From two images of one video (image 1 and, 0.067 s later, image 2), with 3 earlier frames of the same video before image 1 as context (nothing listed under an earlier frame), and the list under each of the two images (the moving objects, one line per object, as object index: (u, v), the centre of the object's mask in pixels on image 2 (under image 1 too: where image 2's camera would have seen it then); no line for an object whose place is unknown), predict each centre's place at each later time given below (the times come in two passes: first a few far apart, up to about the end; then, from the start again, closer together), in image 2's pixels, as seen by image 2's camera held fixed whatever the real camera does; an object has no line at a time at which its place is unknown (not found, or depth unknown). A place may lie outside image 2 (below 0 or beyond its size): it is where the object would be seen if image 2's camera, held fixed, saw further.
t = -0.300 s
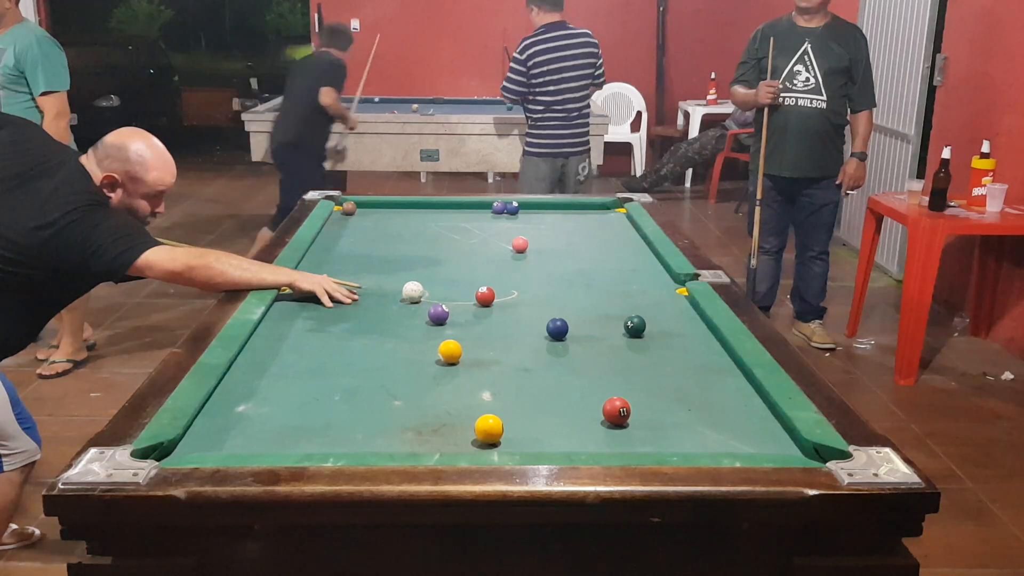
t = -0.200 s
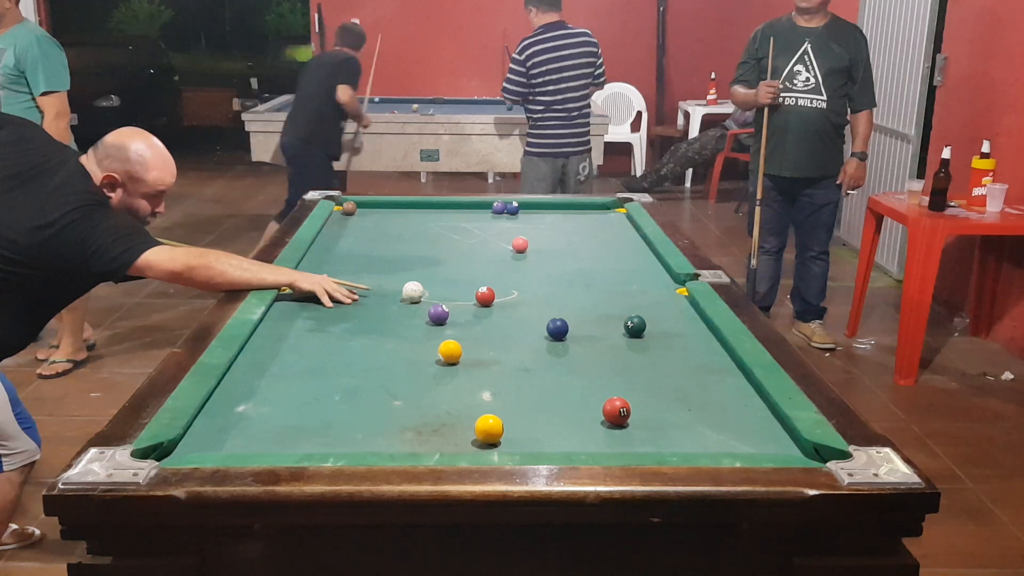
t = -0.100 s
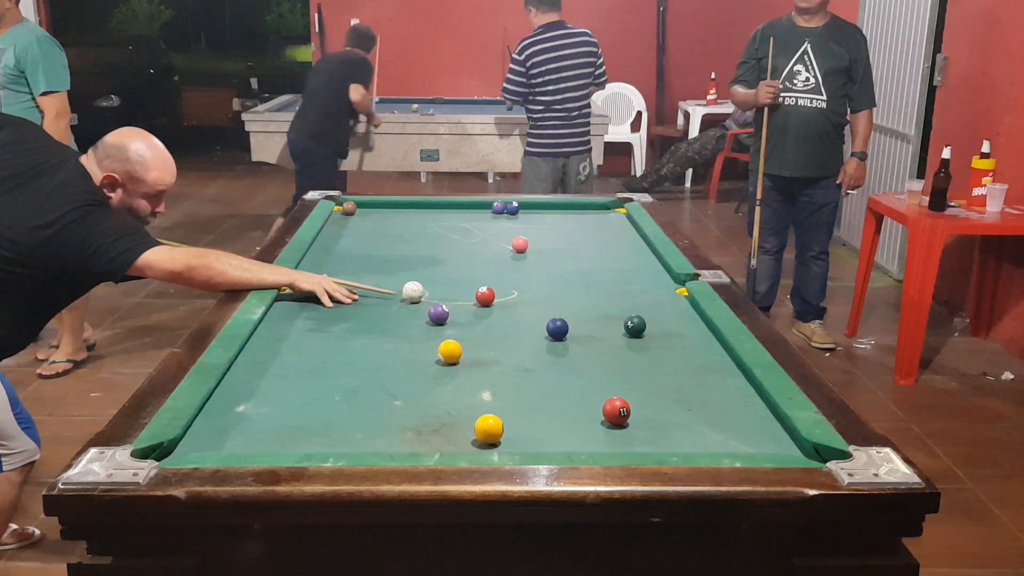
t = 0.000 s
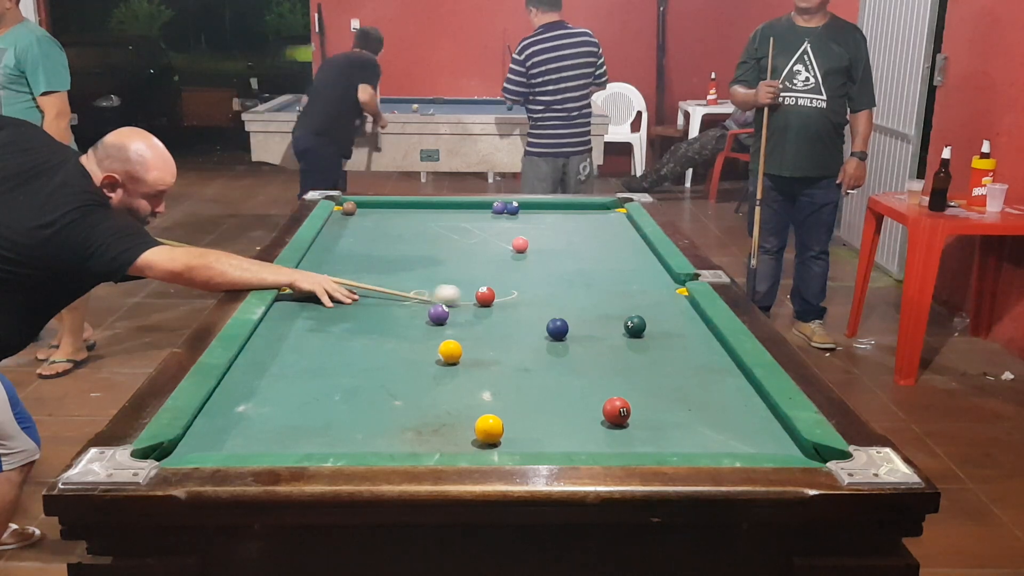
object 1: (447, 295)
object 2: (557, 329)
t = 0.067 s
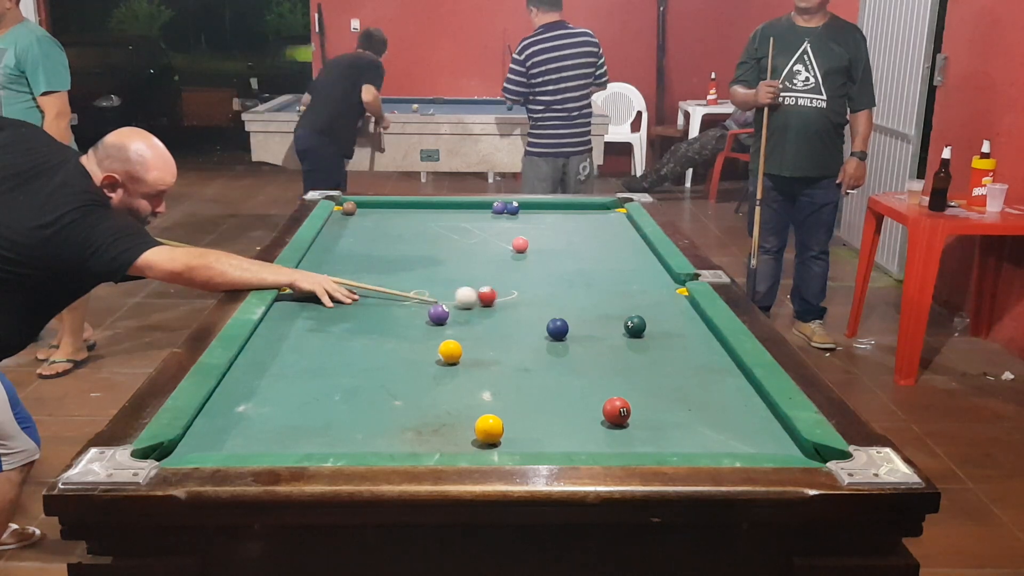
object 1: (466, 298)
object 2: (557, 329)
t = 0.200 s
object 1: (480, 303)
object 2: (557, 329)
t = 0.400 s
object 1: (502, 310)
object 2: (557, 329)
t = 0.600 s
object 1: (524, 317)
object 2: (558, 329)
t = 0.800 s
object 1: (540, 323)
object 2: (563, 330)
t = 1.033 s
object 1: (546, 326)
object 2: (582, 336)
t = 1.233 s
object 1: (550, 328)
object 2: (597, 341)
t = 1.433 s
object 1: (553, 330)
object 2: (610, 345)
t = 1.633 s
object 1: (556, 332)
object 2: (624, 349)
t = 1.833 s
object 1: (559, 333)
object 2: (637, 353)
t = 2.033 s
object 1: (561, 334)
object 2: (648, 356)
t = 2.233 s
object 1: (561, 334)
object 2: (659, 360)
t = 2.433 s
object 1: (561, 334)
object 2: (669, 363)
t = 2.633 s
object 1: (560, 334)
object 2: (678, 365)
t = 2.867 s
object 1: (559, 333)
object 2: (686, 367)
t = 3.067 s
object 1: (559, 333)
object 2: (692, 369)
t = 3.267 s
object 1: (560, 333)
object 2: (695, 371)
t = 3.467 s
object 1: (560, 333)
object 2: (698, 372)
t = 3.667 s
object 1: (560, 333)
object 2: (699, 373)
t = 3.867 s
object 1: (560, 333)
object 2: (699, 373)
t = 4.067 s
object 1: (560, 333)
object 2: (699, 374)
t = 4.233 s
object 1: (560, 334)
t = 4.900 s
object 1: (559, 334)
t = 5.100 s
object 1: (559, 334)
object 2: (699, 374)
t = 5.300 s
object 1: (559, 334)
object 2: (699, 374)
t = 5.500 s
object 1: (559, 335)
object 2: (699, 373)
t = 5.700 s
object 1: (559, 334)
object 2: (699, 373)
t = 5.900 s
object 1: (559, 334)
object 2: (699, 373)
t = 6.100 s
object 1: (559, 334)
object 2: (699, 373)
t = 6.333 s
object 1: (559, 334)
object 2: (699, 374)
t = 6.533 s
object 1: (559, 334)
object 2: (699, 374)
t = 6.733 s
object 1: (559, 334)
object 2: (699, 374)
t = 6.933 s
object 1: (559, 334)
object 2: (699, 374)
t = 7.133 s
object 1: (559, 333)
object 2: (699, 374)
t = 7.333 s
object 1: (559, 334)
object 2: (699, 374)
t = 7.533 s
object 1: (559, 334)
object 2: (698, 374)
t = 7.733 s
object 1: (559, 334)
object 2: (698, 374)
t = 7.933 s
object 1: (559, 334)
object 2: (698, 374)
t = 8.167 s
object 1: (559, 334)
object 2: (698, 374)
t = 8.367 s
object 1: (559, 334)
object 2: (698, 374)
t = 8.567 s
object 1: (559, 334)
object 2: (698, 374)
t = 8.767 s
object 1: (559, 333)
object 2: (698, 374)
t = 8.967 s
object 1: (559, 333)
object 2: (698, 374)
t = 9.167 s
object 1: (559, 333)
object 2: (698, 374)
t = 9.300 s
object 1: (559, 333)
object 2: (699, 374)
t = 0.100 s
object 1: (469, 299)
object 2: (557, 329)
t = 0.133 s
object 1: (473, 300)
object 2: (557, 329)
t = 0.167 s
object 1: (477, 301)
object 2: (557, 329)
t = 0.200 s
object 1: (480, 303)
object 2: (557, 329)
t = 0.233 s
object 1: (484, 304)
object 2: (557, 329)
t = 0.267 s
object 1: (487, 305)
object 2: (557, 329)
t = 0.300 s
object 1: (491, 306)
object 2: (557, 329)
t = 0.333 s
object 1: (494, 308)
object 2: (557, 329)
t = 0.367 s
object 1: (498, 309)
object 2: (557, 329)
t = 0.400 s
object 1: (502, 310)
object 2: (557, 329)
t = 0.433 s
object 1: (506, 311)
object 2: (557, 329)
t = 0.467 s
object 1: (510, 312)
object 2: (557, 329)
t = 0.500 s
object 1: (513, 313)
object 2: (557, 329)
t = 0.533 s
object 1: (517, 315)
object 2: (558, 329)
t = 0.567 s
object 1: (520, 316)
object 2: (557, 329)
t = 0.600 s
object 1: (524, 317)
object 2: (558, 329)
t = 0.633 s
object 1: (528, 318)
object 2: (557, 329)
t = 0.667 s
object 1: (531, 320)
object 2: (558, 329)
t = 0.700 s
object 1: (534, 322)
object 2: (558, 329)
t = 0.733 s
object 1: (538, 322)
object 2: (558, 329)
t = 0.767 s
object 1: (539, 323)
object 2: (560, 330)
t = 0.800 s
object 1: (540, 323)
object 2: (563, 330)
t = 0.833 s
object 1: (542, 324)
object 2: (566, 331)
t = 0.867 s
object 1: (542, 324)
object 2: (568, 332)
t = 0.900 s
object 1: (543, 325)
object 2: (571, 333)
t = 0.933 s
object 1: (544, 325)
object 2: (574, 334)
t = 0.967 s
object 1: (545, 325)
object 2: (576, 335)
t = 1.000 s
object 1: (546, 326)
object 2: (579, 335)
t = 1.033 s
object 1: (546, 326)
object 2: (582, 336)
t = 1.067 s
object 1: (546, 327)
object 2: (584, 337)
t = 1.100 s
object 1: (547, 327)
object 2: (587, 338)
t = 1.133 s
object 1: (548, 327)
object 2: (589, 338)
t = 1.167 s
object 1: (549, 328)
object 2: (592, 339)
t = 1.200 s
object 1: (549, 328)
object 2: (594, 340)
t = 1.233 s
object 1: (550, 328)
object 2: (597, 341)
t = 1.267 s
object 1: (550, 329)
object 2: (599, 341)
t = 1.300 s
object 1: (551, 329)
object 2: (601, 342)
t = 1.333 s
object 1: (551, 329)
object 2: (603, 343)
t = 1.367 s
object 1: (552, 330)
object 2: (606, 344)
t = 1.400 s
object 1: (553, 330)
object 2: (608, 345)
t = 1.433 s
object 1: (553, 330)
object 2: (610, 345)
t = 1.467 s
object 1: (554, 331)
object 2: (613, 346)
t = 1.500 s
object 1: (554, 331)
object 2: (615, 346)
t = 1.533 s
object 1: (555, 331)
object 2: (617, 347)
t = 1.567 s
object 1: (555, 332)
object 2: (619, 348)
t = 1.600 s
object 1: (556, 332)
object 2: (622, 349)
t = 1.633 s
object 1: (556, 332)
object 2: (624, 349)
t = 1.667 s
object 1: (557, 332)
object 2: (626, 350)
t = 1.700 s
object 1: (558, 333)
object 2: (628, 351)
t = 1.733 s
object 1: (558, 333)
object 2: (630, 351)
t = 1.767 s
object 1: (559, 333)
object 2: (632, 352)
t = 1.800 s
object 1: (559, 333)
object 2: (635, 352)
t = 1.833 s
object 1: (559, 333)
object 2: (637, 353)
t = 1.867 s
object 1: (560, 333)
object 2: (639, 354)
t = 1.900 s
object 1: (560, 333)
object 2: (641, 354)
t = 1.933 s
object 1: (560, 333)
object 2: (643, 355)
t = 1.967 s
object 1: (561, 333)
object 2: (644, 355)
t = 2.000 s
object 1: (561, 333)
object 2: (646, 356)
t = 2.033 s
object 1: (561, 334)
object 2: (648, 356)
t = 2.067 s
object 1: (561, 334)
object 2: (650, 357)
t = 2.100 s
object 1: (561, 334)
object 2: (652, 358)
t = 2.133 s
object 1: (561, 334)
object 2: (654, 358)
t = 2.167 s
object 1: (561, 334)
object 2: (655, 359)
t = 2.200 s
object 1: (561, 334)
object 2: (657, 359)
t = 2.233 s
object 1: (561, 334)
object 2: (659, 360)
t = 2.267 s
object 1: (561, 334)
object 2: (661, 360)
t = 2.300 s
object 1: (561, 334)
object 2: (662, 361)
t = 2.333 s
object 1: (561, 334)
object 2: (664, 361)
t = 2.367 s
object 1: (561, 334)
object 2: (665, 362)
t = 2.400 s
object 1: (561, 334)
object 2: (667, 362)
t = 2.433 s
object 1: (561, 334)
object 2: (669, 363)
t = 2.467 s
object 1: (561, 333)
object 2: (670, 364)
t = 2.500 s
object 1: (561, 333)
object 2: (672, 364)
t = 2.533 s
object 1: (560, 334)
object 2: (673, 364)
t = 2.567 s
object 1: (561, 334)
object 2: (675, 365)
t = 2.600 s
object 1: (560, 333)
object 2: (676, 365)
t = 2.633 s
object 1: (560, 334)
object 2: (678, 365)
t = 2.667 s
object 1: (560, 334)
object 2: (679, 366)
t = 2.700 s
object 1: (560, 334)
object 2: (680, 365)
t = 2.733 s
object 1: (560, 334)
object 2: (682, 366)
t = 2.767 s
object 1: (560, 333)
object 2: (683, 366)
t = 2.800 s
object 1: (560, 333)
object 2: (684, 366)
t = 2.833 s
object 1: (560, 333)
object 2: (685, 366)
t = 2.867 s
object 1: (559, 333)
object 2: (686, 367)
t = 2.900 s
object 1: (559, 333)
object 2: (687, 367)
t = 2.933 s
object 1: (559, 333)
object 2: (688, 367)
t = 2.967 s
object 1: (559, 333)
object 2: (689, 368)
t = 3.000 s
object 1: (559, 333)
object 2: (690, 369)
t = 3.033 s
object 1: (559, 333)
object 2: (691, 368)
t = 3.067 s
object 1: (559, 333)
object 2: (692, 369)
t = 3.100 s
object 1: (559, 333)
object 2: (692, 369)
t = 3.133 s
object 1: (559, 333)
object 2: (693, 370)
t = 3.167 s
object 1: (560, 333)
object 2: (694, 370)
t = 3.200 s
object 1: (560, 333)
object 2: (694, 370)
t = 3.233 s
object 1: (560, 333)
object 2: (695, 370)
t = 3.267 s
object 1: (560, 333)
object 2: (695, 371)
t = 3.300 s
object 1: (560, 333)
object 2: (696, 371)
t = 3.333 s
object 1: (560, 333)
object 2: (697, 371)
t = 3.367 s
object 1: (560, 333)
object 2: (697, 372)
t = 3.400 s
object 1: (560, 333)
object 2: (697, 372)
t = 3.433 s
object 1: (560, 333)
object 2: (697, 372)
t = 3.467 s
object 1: (560, 333)
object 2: (698, 372)
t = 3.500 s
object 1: (560, 333)
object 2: (698, 372)
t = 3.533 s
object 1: (560, 333)
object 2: (698, 372)
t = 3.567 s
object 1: (560, 333)
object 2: (699, 372)
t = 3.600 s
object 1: (560, 333)
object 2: (699, 373)
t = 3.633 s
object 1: (560, 333)
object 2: (699, 373)
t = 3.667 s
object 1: (560, 333)
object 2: (699, 373)
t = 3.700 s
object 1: (560, 333)
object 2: (699, 373)
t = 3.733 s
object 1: (560, 333)
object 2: (699, 373)
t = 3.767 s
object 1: (560, 334)
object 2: (699, 373)
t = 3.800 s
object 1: (560, 333)
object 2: (699, 373)
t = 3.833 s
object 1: (560, 333)
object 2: (699, 373)
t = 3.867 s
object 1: (560, 333)
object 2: (699, 373)
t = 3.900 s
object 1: (560, 334)
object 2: (699, 374)
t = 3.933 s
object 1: (560, 333)
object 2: (699, 374)
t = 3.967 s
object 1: (560, 334)
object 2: (699, 373)
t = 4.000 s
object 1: (560, 334)
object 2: (699, 374)
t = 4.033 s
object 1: (560, 333)
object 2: (699, 374)
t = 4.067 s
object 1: (560, 333)
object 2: (699, 374)
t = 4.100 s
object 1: (560, 333)
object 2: (699, 374)
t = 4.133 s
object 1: (560, 334)
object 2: (704, 376)
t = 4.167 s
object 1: (560, 334)
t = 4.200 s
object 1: (560, 334)
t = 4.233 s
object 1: (560, 334)
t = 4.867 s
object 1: (559, 334)
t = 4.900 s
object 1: (559, 334)
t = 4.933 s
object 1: (559, 334)
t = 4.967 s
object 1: (559, 334)
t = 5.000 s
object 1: (559, 334)
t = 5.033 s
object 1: (559, 334)
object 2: (693, 372)
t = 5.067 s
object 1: (559, 334)
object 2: (699, 374)
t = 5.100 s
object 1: (559, 334)
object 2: (699, 374)
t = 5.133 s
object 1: (559, 334)
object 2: (699, 374)
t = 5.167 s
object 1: (559, 334)
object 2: (699, 374)
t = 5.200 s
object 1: (559, 334)
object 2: (699, 374)
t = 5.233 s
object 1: (559, 334)
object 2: (699, 373)
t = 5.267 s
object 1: (559, 334)
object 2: (699, 374)
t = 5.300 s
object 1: (559, 334)
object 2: (699, 374)
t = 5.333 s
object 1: (559, 335)
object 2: (699, 373)
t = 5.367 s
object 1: (559, 334)
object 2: (699, 373)
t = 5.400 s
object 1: (559, 334)
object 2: (699, 373)
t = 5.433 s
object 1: (559, 334)
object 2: (699, 373)
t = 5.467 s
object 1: (559, 335)
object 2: (698, 373)
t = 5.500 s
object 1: (559, 335)
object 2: (699, 373)
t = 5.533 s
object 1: (559, 335)
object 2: (699, 373)
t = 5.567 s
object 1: (559, 334)
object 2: (699, 373)
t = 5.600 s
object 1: (559, 334)
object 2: (699, 373)
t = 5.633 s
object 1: (559, 334)
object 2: (699, 373)
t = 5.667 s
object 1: (559, 334)
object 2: (699, 373)
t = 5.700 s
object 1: (559, 334)
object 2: (699, 373)
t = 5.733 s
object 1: (559, 334)
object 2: (699, 373)
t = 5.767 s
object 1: (559, 334)
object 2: (698, 373)
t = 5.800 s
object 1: (559, 334)
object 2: (698, 373)
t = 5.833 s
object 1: (559, 334)
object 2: (698, 373)
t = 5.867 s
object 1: (559, 334)
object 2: (699, 373)
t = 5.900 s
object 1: (559, 334)
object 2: (699, 373)
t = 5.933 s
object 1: (560, 334)
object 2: (699, 373)
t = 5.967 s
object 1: (559, 334)
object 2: (699, 374)
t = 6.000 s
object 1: (559, 334)
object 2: (699, 374)
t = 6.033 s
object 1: (559, 334)
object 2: (699, 374)
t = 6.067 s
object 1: (559, 334)
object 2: (699, 374)
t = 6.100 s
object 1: (559, 334)
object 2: (699, 373)
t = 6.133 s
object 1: (559, 334)
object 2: (699, 374)
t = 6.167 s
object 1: (559, 334)
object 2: (699, 374)
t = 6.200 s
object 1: (559, 334)
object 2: (699, 374)
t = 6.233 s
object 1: (559, 334)
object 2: (699, 374)
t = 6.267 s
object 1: (559, 334)
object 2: (699, 374)
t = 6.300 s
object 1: (559, 334)
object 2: (699, 374)
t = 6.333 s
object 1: (559, 334)
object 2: (699, 374)
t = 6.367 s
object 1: (559, 334)
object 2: (699, 374)
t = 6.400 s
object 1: (559, 334)
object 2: (699, 374)
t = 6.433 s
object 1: (559, 334)
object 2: (699, 374)
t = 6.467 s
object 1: (559, 333)
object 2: (699, 374)
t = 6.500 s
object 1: (559, 333)
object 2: (699, 374)
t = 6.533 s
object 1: (559, 334)
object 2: (699, 374)
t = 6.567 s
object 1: (559, 333)
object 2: (699, 374)
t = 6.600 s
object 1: (559, 333)
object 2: (699, 374)
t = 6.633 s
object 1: (559, 334)
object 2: (699, 374)
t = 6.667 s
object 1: (560, 334)
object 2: (699, 374)
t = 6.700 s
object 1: (559, 334)
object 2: (699, 374)
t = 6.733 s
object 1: (559, 334)
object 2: (699, 374)
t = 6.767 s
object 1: (559, 334)
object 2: (699, 374)
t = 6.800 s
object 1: (559, 334)
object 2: (699, 374)
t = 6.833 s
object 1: (559, 334)
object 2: (699, 374)
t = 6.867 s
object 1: (559, 334)
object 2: (699, 374)
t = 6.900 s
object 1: (559, 334)
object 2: (699, 374)
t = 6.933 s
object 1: (559, 334)
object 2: (699, 374)
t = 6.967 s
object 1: (559, 334)
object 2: (699, 374)
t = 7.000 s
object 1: (559, 334)
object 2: (699, 374)
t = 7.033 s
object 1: (559, 333)
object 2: (699, 374)
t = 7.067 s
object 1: (559, 334)
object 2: (699, 374)
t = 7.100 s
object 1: (559, 333)
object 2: (699, 374)
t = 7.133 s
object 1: (559, 333)
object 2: (699, 374)
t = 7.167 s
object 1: (559, 334)
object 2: (699, 374)
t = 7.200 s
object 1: (559, 334)
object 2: (699, 374)
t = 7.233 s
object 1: (559, 334)
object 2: (699, 374)
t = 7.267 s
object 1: (559, 334)
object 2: (699, 374)
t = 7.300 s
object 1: (559, 334)
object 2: (699, 374)
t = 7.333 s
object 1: (559, 334)
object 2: (699, 374)
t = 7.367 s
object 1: (559, 334)
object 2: (699, 374)
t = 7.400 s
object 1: (559, 334)
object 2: (698, 374)
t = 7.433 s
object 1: (559, 334)
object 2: (698, 374)
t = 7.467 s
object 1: (559, 334)
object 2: (698, 374)
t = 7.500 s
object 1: (559, 334)
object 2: (698, 374)
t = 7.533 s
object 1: (559, 334)
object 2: (698, 374)
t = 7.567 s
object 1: (559, 334)
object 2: (699, 374)
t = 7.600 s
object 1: (559, 334)
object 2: (698, 374)
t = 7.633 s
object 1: (559, 334)
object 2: (699, 374)
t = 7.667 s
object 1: (559, 334)
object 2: (698, 374)
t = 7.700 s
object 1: (559, 334)
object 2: (698, 374)
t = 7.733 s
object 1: (559, 334)
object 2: (698, 374)
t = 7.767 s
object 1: (559, 334)
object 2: (699, 374)
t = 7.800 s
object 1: (559, 334)
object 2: (698, 374)
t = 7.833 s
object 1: (559, 334)
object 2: (698, 374)
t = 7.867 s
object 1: (559, 334)
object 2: (698, 374)
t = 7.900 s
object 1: (559, 334)
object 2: (698, 374)
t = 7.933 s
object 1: (559, 334)
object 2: (698, 374)
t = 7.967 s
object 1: (559, 334)
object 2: (699, 374)
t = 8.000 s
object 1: (559, 334)
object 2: (698, 374)
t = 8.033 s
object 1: (559, 334)
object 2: (699, 374)
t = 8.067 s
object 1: (559, 334)
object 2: (698, 374)
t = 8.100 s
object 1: (559, 334)
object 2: (698, 374)
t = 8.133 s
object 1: (559, 334)
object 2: (699, 374)
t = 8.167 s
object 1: (559, 334)
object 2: (698, 374)
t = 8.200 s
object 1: (559, 334)
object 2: (698, 374)
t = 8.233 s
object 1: (559, 334)
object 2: (698, 374)
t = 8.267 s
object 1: (559, 334)
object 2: (698, 374)
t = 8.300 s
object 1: (559, 334)
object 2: (698, 374)
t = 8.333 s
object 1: (559, 334)
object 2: (699, 374)
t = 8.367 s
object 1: (559, 334)
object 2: (698, 374)
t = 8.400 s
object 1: (559, 333)
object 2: (699, 374)
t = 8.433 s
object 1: (559, 334)
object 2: (699, 374)
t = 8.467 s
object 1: (559, 334)
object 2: (699, 374)
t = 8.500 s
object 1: (559, 333)
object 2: (698, 374)
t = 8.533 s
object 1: (559, 333)
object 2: (699, 374)
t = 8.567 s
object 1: (559, 334)
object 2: (698, 374)
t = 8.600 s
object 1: (559, 333)
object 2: (698, 374)
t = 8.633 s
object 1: (559, 334)
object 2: (698, 374)
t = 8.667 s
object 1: (559, 333)
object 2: (698, 374)
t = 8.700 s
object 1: (559, 334)
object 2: (698, 374)
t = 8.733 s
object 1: (559, 333)
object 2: (698, 374)
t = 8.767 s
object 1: (559, 333)
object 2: (698, 374)
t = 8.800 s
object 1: (559, 333)
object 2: (698, 374)
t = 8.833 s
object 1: (559, 333)
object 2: (698, 374)
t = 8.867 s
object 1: (559, 333)
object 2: (698, 374)
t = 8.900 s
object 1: (559, 333)
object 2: (698, 374)
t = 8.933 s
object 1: (559, 333)
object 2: (698, 374)
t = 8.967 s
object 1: (559, 333)
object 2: (698, 374)
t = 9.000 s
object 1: (559, 333)
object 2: (698, 374)
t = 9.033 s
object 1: (559, 333)
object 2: (698, 374)
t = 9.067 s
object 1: (559, 333)
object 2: (698, 374)
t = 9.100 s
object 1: (559, 333)
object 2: (698, 374)
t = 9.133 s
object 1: (559, 333)
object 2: (698, 374)
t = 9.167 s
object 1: (559, 333)
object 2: (698, 374)
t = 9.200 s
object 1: (559, 333)
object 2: (698, 373)
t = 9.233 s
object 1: (559, 333)
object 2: (698, 374)
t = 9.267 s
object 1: (559, 333)
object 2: (699, 374)
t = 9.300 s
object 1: (559, 333)
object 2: (699, 374)
